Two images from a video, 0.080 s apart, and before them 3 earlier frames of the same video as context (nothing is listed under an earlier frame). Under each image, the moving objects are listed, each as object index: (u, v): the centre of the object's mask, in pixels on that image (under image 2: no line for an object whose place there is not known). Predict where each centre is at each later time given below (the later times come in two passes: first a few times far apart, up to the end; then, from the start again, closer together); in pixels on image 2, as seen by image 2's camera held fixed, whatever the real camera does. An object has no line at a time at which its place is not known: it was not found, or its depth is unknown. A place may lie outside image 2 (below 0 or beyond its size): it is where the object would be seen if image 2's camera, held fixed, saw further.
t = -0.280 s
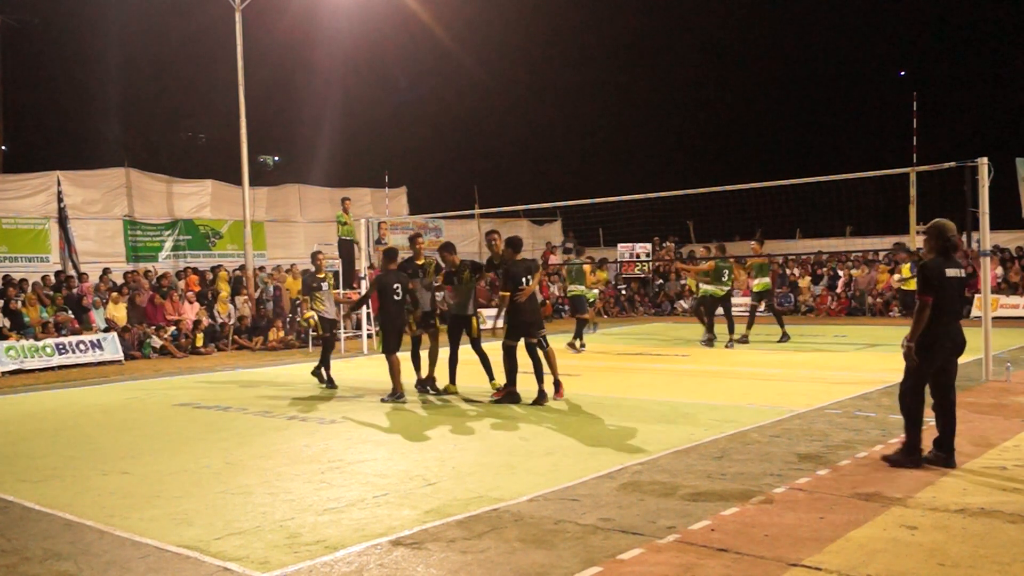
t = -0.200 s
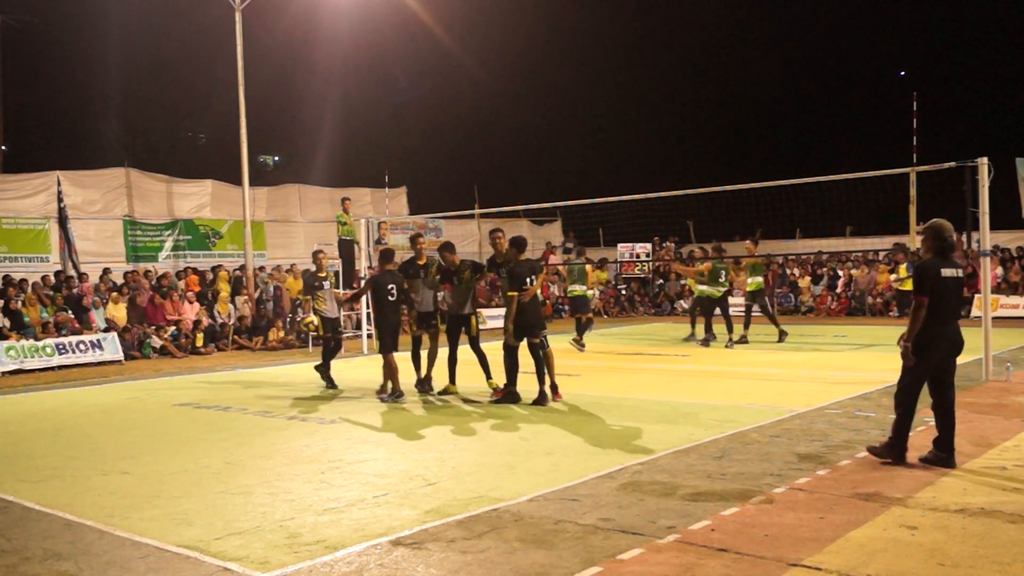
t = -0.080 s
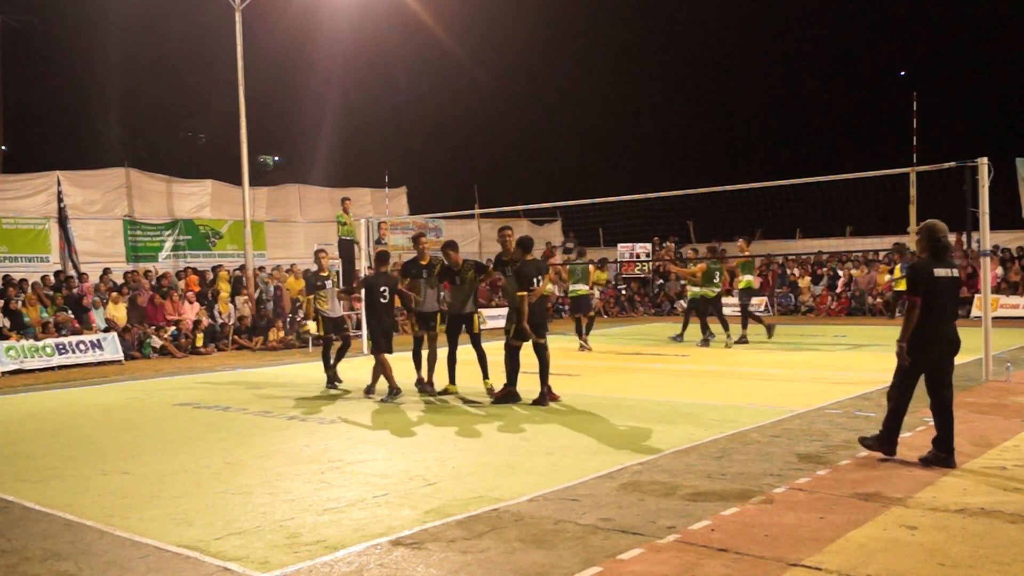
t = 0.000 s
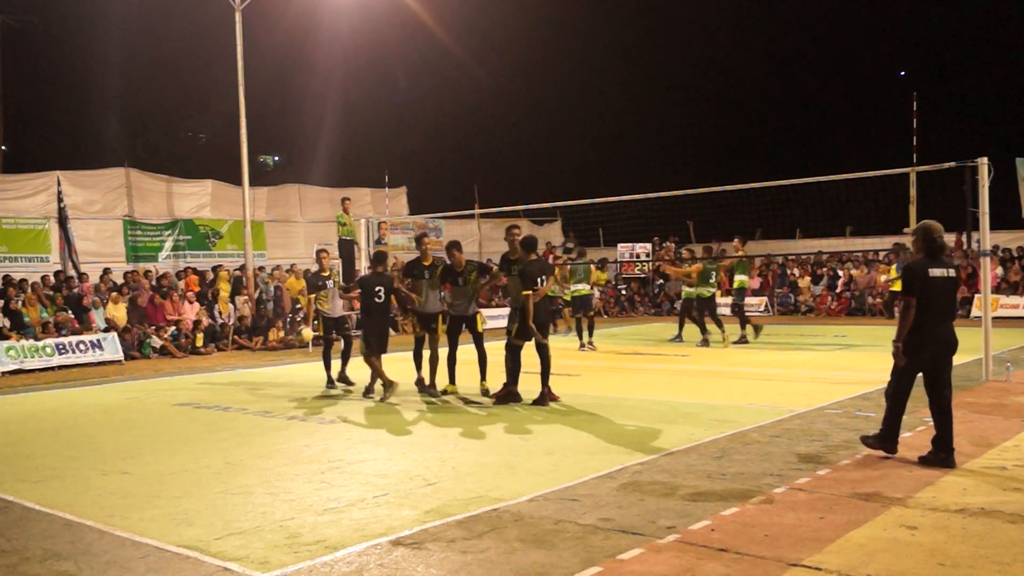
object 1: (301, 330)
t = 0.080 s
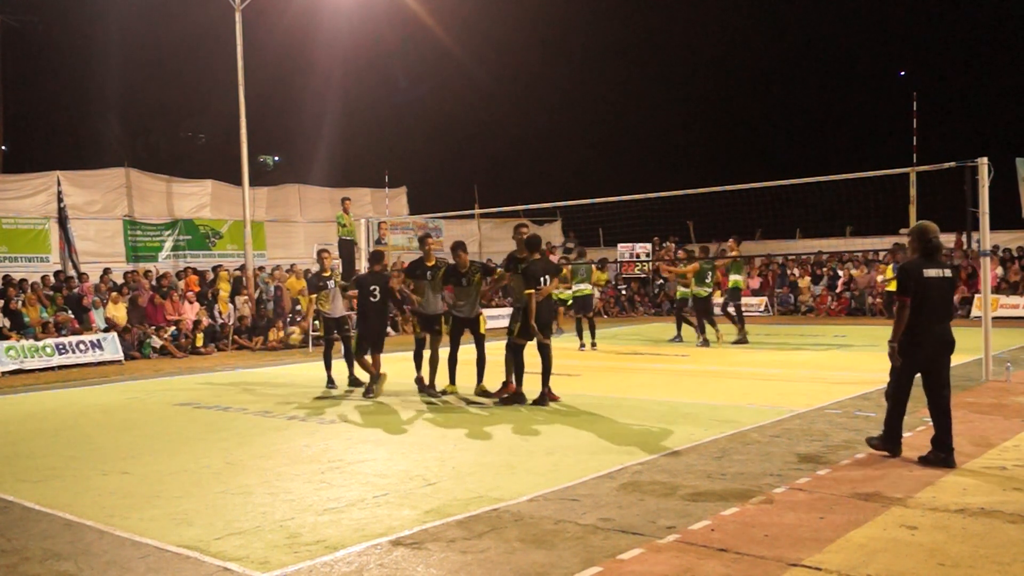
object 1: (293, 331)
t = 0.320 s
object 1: (243, 354)
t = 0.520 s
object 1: (204, 402)
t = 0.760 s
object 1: (158, 372)
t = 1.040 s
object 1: (95, 417)
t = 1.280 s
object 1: (27, 414)
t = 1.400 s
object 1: (4, 422)
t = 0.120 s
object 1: (284, 332)
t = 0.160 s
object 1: (276, 334)
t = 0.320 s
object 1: (243, 354)
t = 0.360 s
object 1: (235, 361)
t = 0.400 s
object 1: (229, 373)
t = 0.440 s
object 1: (221, 388)
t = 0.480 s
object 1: (212, 401)
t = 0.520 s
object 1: (204, 402)
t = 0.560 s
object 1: (196, 394)
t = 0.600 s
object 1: (189, 388)
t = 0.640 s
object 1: (181, 381)
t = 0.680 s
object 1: (171, 375)
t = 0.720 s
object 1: (164, 373)
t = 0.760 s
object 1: (158, 372)
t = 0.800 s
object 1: (149, 373)
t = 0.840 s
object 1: (141, 376)
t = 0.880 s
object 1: (129, 377)
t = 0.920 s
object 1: (121, 385)
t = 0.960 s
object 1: (112, 395)
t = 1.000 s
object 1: (105, 405)
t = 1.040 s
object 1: (95, 417)
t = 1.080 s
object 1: (84, 429)
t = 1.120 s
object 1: (74, 439)
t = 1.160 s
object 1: (64, 431)
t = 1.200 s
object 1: (54, 424)
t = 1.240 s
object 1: (43, 420)
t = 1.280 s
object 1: (27, 414)
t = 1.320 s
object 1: (16, 414)
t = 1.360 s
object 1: (8, 416)
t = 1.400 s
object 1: (4, 422)
